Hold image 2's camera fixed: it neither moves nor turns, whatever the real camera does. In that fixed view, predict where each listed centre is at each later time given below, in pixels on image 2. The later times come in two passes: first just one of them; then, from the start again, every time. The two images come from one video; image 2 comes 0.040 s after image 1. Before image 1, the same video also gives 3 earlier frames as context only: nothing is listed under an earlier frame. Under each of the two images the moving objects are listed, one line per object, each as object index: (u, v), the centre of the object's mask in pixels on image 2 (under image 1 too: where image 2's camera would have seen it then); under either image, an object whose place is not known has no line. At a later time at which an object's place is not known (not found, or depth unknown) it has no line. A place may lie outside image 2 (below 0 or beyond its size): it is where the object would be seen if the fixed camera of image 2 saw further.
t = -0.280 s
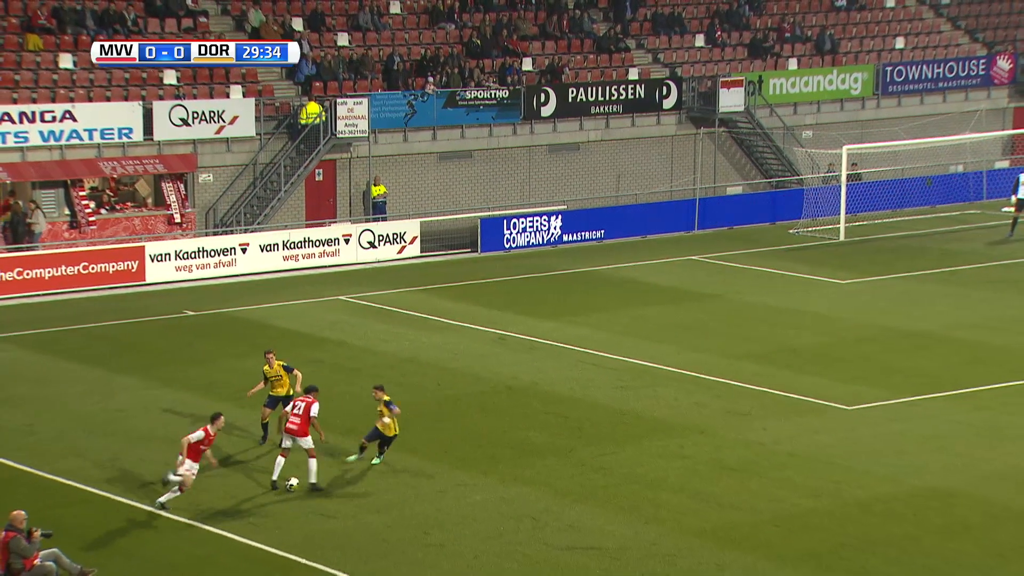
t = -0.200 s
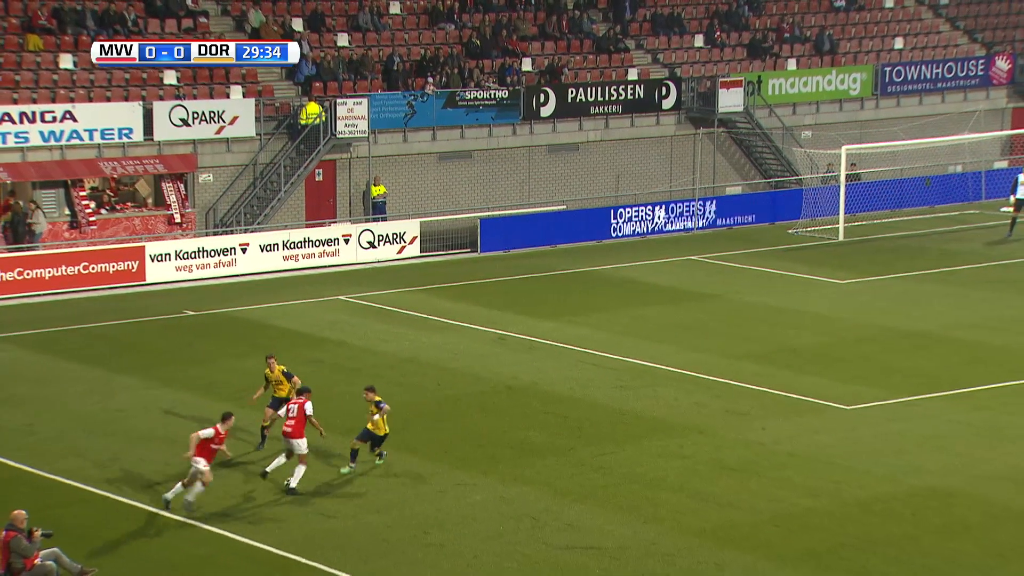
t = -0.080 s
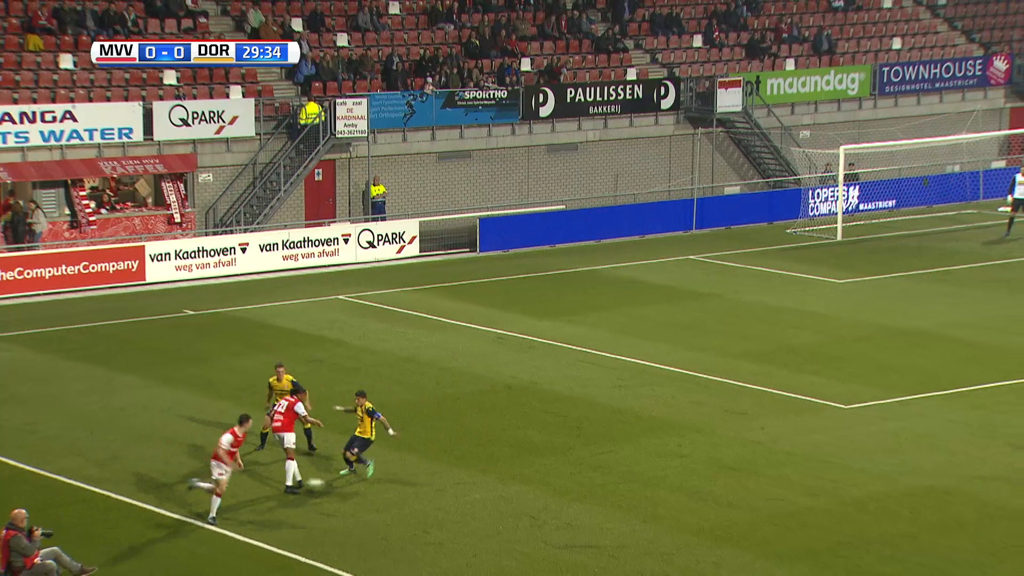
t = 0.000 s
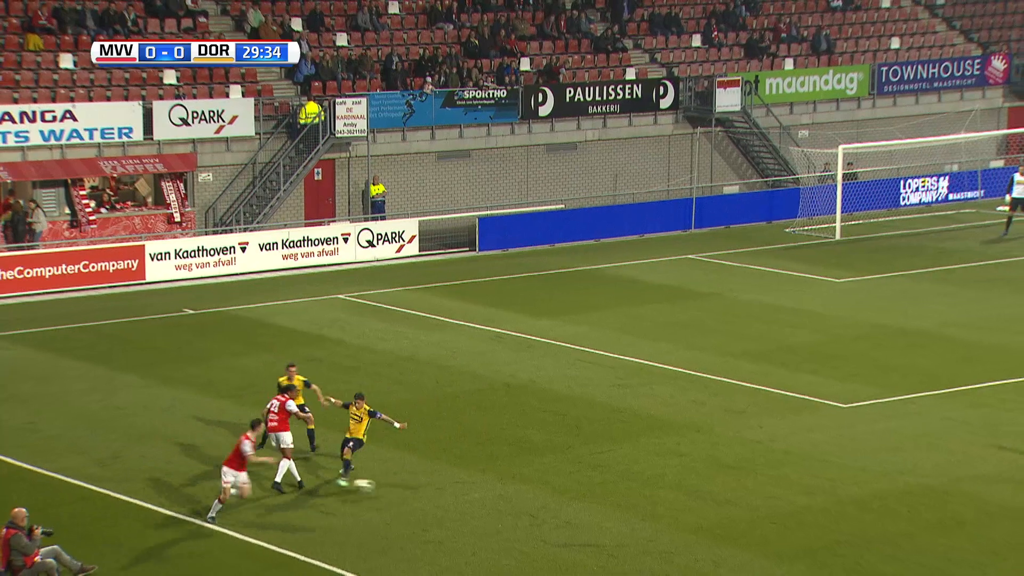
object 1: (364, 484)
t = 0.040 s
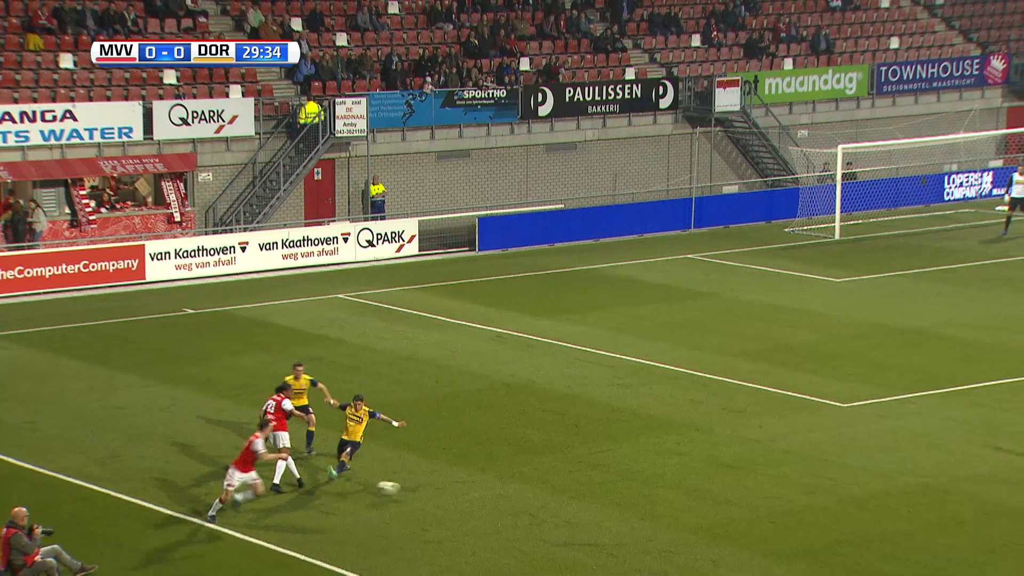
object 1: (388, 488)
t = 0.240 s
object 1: (510, 507)
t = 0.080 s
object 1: (413, 491)
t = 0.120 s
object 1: (438, 496)
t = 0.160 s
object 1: (463, 503)
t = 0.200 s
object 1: (486, 504)
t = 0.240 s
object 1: (510, 507)
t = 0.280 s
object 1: (534, 510)
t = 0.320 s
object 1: (557, 515)
